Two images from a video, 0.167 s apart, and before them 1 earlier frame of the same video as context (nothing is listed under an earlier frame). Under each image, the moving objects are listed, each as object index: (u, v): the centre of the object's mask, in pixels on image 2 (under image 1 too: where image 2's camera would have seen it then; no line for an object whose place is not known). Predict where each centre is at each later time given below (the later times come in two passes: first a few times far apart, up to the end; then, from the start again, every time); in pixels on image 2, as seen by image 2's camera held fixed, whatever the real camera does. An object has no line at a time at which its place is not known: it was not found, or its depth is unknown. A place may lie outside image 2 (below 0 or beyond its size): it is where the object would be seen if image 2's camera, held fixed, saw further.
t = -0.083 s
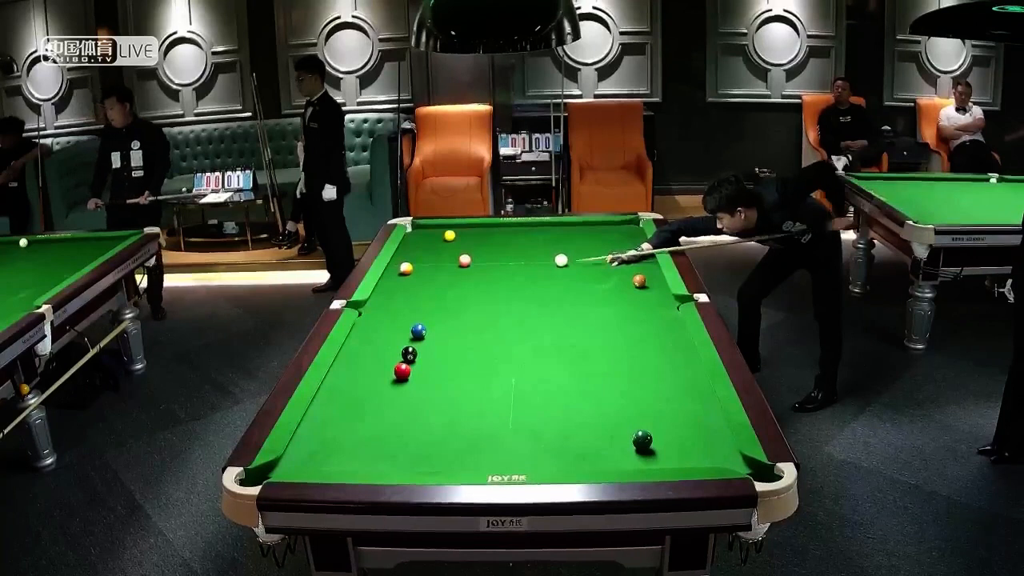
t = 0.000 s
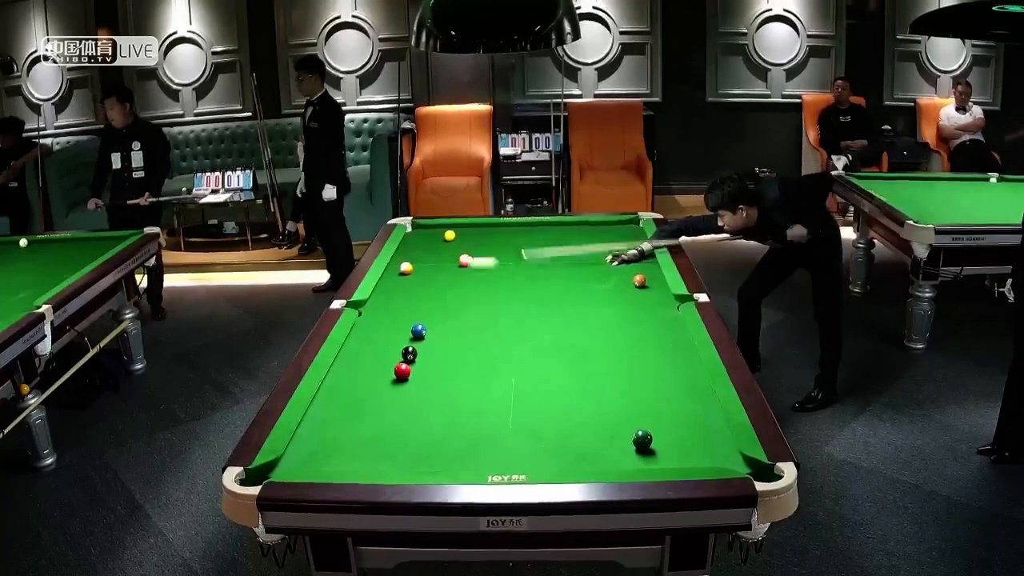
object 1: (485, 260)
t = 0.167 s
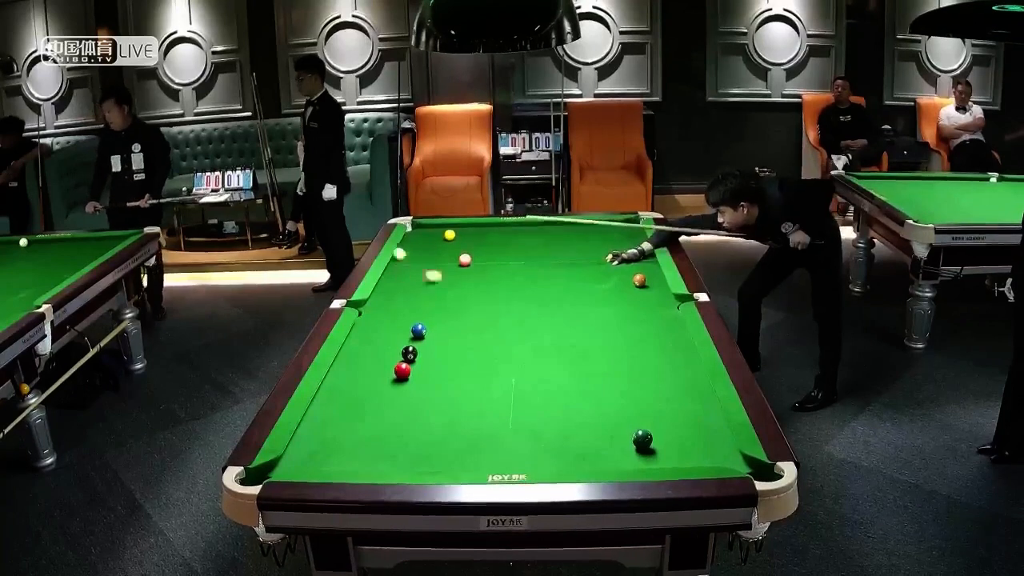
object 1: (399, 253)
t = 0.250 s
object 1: (416, 245)
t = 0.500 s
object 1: (441, 234)
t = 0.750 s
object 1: (454, 228)
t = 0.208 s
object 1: (406, 249)
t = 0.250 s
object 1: (416, 245)
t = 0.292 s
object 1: (425, 242)
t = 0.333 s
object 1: (435, 238)
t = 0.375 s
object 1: (439, 236)
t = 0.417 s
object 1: (439, 236)
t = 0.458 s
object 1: (440, 235)
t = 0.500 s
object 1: (441, 234)
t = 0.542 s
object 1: (443, 233)
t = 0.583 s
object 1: (445, 232)
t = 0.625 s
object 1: (447, 231)
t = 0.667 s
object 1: (449, 230)
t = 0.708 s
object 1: (452, 229)
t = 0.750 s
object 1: (454, 228)
